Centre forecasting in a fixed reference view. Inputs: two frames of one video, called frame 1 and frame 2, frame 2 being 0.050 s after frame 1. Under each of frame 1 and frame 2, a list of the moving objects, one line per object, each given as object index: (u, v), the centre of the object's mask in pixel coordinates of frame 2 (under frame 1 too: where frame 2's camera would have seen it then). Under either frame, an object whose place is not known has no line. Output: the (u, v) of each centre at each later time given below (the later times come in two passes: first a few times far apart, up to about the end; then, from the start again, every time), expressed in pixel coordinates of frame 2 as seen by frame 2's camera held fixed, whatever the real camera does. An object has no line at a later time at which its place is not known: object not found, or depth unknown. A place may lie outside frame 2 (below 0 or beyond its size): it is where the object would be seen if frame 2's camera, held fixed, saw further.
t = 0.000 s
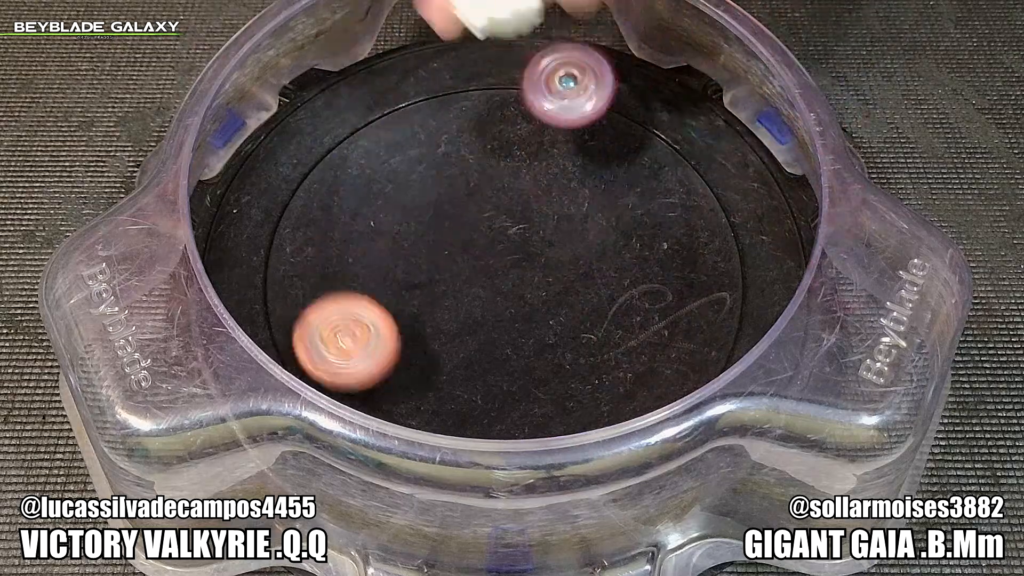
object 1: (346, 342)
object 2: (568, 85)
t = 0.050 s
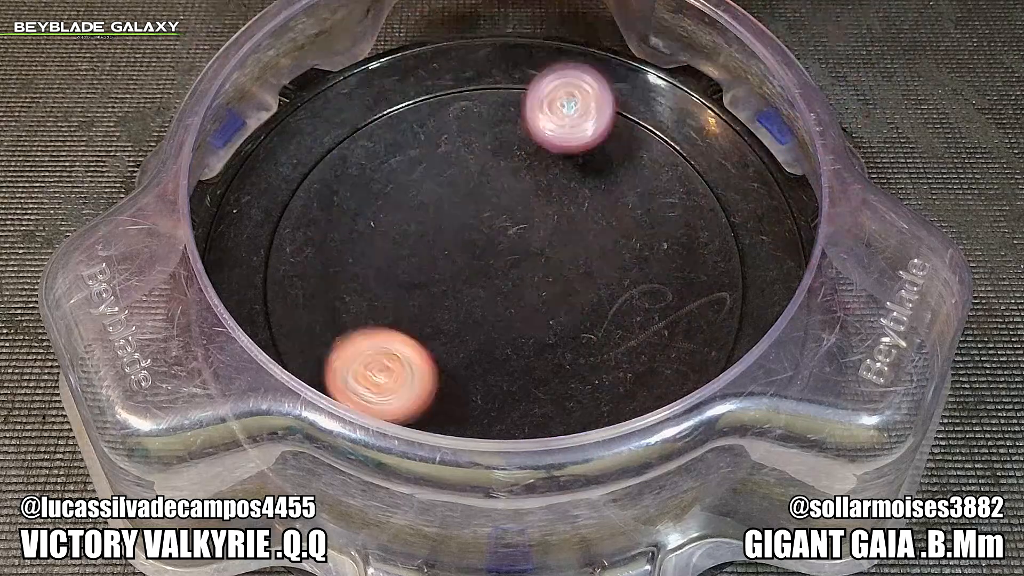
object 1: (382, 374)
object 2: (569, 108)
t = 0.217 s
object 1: (553, 383)
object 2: (563, 165)
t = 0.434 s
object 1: (617, 308)
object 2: (611, 115)
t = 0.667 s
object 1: (589, 260)
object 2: (451, 177)
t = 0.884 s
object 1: (496, 255)
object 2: (517, 390)
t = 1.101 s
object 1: (417, 306)
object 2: (678, 361)
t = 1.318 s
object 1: (427, 362)
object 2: (693, 189)
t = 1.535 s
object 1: (494, 347)
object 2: (474, 182)
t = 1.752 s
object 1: (518, 271)
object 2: (366, 383)
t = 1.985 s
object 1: (465, 199)
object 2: (616, 398)
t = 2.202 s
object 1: (407, 194)
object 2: (687, 236)
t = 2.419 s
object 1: (355, 269)
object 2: (478, 147)
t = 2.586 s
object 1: (381, 389)
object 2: (472, 107)
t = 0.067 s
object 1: (397, 382)
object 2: (570, 123)
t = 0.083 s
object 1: (413, 389)
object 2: (568, 130)
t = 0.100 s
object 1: (430, 394)
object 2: (567, 128)
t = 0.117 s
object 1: (449, 398)
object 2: (566, 128)
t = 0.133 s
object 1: (466, 400)
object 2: (564, 132)
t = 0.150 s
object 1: (484, 400)
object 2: (563, 140)
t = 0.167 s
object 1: (503, 399)
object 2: (561, 148)
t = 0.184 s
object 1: (521, 396)
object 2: (561, 152)
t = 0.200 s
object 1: (537, 391)
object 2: (562, 157)
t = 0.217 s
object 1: (553, 383)
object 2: (563, 165)
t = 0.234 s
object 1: (567, 373)
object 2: (566, 169)
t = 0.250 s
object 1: (580, 362)
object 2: (568, 175)
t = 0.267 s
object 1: (589, 349)
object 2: (571, 180)
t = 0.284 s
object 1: (599, 334)
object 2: (575, 185)
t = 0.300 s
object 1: (606, 320)
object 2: (580, 191)
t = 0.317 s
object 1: (611, 305)
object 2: (585, 195)
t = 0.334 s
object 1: (613, 290)
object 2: (592, 200)
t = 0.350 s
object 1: (615, 283)
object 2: (598, 196)
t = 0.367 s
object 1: (616, 290)
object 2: (603, 179)
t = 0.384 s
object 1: (617, 298)
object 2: (608, 163)
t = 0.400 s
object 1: (617, 303)
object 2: (611, 146)
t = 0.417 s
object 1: (617, 306)
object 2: (613, 130)
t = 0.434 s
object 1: (617, 308)
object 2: (611, 115)
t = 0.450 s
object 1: (616, 309)
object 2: (609, 104)
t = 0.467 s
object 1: (617, 309)
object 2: (603, 93)
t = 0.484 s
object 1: (616, 307)
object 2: (595, 88)
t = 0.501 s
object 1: (616, 304)
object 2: (580, 91)
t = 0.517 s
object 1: (616, 300)
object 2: (567, 95)
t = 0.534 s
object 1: (615, 295)
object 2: (550, 99)
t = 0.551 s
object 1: (615, 289)
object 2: (536, 104)
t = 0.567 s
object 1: (612, 284)
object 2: (519, 110)
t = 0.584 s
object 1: (610, 279)
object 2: (506, 116)
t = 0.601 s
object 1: (606, 275)
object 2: (491, 126)
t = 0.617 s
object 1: (603, 271)
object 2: (480, 136)
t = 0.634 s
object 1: (599, 267)
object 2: (467, 149)
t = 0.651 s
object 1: (594, 263)
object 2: (459, 162)
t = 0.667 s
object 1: (589, 260)
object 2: (451, 177)
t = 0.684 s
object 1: (583, 258)
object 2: (446, 191)
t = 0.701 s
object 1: (577, 255)
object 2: (442, 210)
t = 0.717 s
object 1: (571, 253)
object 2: (440, 227)
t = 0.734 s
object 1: (564, 252)
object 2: (440, 246)
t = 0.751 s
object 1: (557, 251)
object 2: (443, 263)
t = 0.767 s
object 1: (550, 250)
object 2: (447, 283)
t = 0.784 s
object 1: (542, 250)
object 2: (453, 300)
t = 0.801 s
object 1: (535, 250)
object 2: (460, 319)
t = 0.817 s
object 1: (527, 250)
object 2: (470, 332)
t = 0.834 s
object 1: (520, 251)
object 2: (481, 350)
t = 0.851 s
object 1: (512, 252)
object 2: (491, 366)
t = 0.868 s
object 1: (504, 254)
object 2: (504, 379)
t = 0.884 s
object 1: (496, 255)
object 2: (517, 390)
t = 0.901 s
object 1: (489, 258)
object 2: (532, 396)
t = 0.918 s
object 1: (482, 260)
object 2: (546, 399)
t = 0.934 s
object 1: (474, 263)
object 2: (561, 401)
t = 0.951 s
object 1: (467, 267)
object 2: (575, 405)
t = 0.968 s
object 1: (459, 270)
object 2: (591, 407)
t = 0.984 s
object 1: (453, 274)
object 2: (607, 422)
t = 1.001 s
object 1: (446, 277)
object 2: (632, 431)
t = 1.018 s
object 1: (440, 281)
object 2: (641, 418)
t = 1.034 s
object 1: (434, 286)
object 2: (650, 410)
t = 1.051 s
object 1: (429, 291)
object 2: (658, 402)
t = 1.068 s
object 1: (423, 296)
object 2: (666, 390)
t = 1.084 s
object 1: (420, 301)
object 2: (668, 370)
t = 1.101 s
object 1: (417, 306)
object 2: (678, 361)
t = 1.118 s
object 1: (414, 311)
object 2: (687, 351)
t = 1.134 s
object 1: (412, 317)
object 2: (697, 340)
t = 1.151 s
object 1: (410, 322)
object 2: (706, 329)
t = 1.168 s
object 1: (410, 326)
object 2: (715, 315)
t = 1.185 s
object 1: (410, 331)
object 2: (724, 302)
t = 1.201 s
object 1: (410, 336)
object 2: (733, 288)
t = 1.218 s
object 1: (410, 340)
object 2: (735, 272)
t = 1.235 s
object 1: (412, 344)
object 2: (729, 257)
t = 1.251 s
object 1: (414, 349)
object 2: (721, 244)
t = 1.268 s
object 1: (416, 353)
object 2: (714, 228)
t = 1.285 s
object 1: (419, 356)
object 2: (708, 215)
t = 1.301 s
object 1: (423, 359)
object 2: (701, 202)
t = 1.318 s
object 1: (427, 362)
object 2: (693, 189)
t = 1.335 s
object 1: (431, 364)
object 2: (685, 177)
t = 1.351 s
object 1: (436, 365)
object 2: (673, 166)
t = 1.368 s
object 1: (441, 366)
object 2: (660, 156)
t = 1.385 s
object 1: (446, 367)
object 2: (646, 150)
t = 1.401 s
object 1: (452, 366)
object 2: (628, 144)
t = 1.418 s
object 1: (457, 366)
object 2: (610, 142)
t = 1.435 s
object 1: (462, 364)
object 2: (592, 142)
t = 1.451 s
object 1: (467, 363)
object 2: (573, 143)
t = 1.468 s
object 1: (473, 361)
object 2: (553, 146)
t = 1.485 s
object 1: (479, 359)
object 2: (534, 152)
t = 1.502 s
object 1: (484, 355)
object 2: (513, 160)
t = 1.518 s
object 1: (489, 352)
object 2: (494, 170)
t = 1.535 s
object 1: (494, 347)
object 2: (474, 182)
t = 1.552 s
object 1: (498, 343)
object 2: (456, 195)
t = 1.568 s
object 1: (502, 339)
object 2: (439, 209)
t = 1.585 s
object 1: (506, 333)
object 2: (422, 225)
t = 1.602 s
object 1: (510, 328)
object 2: (407, 241)
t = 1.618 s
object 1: (513, 322)
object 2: (395, 257)
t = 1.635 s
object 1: (515, 316)
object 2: (383, 276)
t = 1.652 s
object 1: (517, 310)
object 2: (373, 294)
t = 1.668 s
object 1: (519, 303)
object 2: (365, 312)
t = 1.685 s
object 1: (520, 297)
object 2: (360, 330)
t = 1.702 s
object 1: (520, 290)
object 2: (357, 346)
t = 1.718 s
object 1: (520, 284)
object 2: (358, 360)
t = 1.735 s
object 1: (520, 277)
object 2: (361, 373)
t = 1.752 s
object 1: (518, 271)
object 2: (366, 383)
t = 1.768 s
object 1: (516, 264)
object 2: (375, 393)
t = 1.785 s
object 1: (514, 258)
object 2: (387, 402)
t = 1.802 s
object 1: (512, 251)
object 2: (406, 406)
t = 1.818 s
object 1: (509, 245)
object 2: (422, 409)
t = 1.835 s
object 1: (505, 239)
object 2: (439, 413)
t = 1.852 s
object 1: (501, 233)
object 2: (459, 418)
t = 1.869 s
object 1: (498, 228)
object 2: (480, 418)
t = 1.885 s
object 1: (494, 223)
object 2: (498, 419)
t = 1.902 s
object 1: (490, 218)
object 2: (518, 420)
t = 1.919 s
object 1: (485, 214)
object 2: (539, 419)
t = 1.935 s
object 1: (481, 209)
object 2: (563, 439)
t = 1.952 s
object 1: (475, 205)
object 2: (586, 441)
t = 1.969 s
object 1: (470, 202)
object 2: (600, 406)
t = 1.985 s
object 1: (465, 199)
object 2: (616, 398)
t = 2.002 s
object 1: (460, 196)
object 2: (633, 389)
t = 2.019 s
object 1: (454, 194)
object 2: (650, 379)
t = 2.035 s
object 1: (449, 192)
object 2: (665, 368)
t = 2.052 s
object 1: (444, 191)
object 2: (679, 358)
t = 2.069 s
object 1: (439, 190)
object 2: (691, 346)
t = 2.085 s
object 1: (435, 189)
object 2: (703, 333)
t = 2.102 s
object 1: (430, 188)
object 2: (710, 320)
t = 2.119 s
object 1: (426, 188)
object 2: (713, 307)
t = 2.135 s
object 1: (422, 189)
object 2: (713, 291)
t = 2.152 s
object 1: (418, 189)
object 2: (710, 276)
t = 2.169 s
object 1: (414, 190)
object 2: (705, 262)
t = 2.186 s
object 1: (410, 192)
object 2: (697, 249)
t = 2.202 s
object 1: (407, 194)
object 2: (687, 236)
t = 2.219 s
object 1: (404, 196)
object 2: (674, 223)
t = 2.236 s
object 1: (402, 198)
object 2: (661, 212)
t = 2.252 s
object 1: (399, 201)
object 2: (645, 203)
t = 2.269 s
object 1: (398, 205)
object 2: (628, 195)
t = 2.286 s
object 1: (397, 208)
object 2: (608, 187)
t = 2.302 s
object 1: (397, 211)
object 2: (587, 182)
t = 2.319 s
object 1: (398, 215)
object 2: (566, 177)
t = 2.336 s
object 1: (399, 219)
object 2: (544, 175)
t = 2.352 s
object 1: (401, 223)
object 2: (520, 173)
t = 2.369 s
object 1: (404, 227)
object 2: (495, 173)
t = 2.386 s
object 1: (400, 233)
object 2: (476, 172)
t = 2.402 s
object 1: (379, 250)
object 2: (475, 160)
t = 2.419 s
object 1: (355, 269)
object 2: (478, 147)
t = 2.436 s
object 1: (334, 287)
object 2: (480, 137)
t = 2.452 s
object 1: (315, 304)
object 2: (482, 128)
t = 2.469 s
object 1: (302, 319)
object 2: (483, 119)
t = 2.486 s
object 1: (291, 332)
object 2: (484, 111)
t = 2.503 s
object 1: (299, 340)
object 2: (484, 106)
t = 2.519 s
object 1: (316, 344)
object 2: (484, 104)
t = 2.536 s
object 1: (330, 354)
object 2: (483, 103)
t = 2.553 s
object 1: (347, 365)
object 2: (480, 103)
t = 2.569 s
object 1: (364, 378)
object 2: (477, 104)
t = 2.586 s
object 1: (381, 389)
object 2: (472, 107)
